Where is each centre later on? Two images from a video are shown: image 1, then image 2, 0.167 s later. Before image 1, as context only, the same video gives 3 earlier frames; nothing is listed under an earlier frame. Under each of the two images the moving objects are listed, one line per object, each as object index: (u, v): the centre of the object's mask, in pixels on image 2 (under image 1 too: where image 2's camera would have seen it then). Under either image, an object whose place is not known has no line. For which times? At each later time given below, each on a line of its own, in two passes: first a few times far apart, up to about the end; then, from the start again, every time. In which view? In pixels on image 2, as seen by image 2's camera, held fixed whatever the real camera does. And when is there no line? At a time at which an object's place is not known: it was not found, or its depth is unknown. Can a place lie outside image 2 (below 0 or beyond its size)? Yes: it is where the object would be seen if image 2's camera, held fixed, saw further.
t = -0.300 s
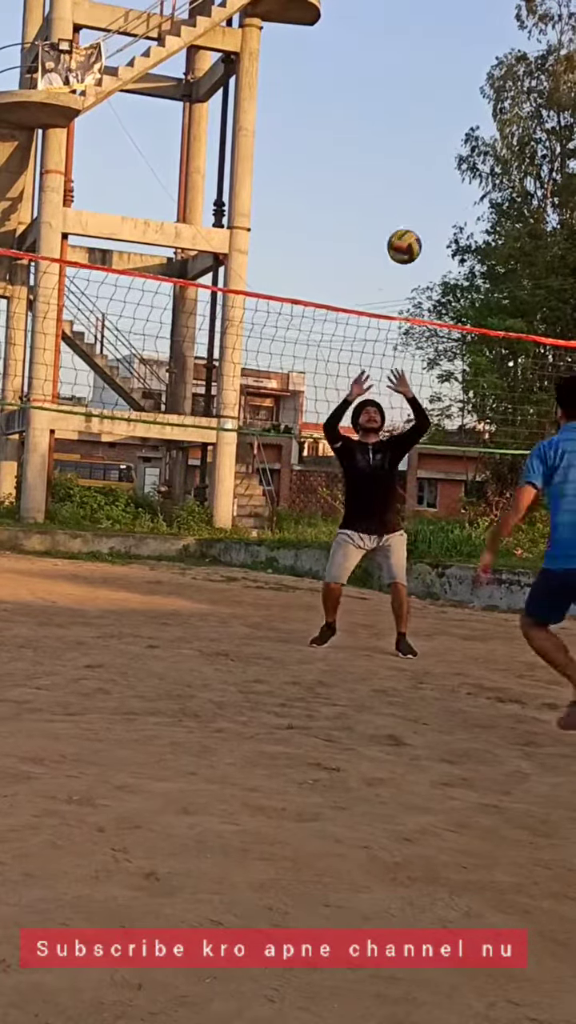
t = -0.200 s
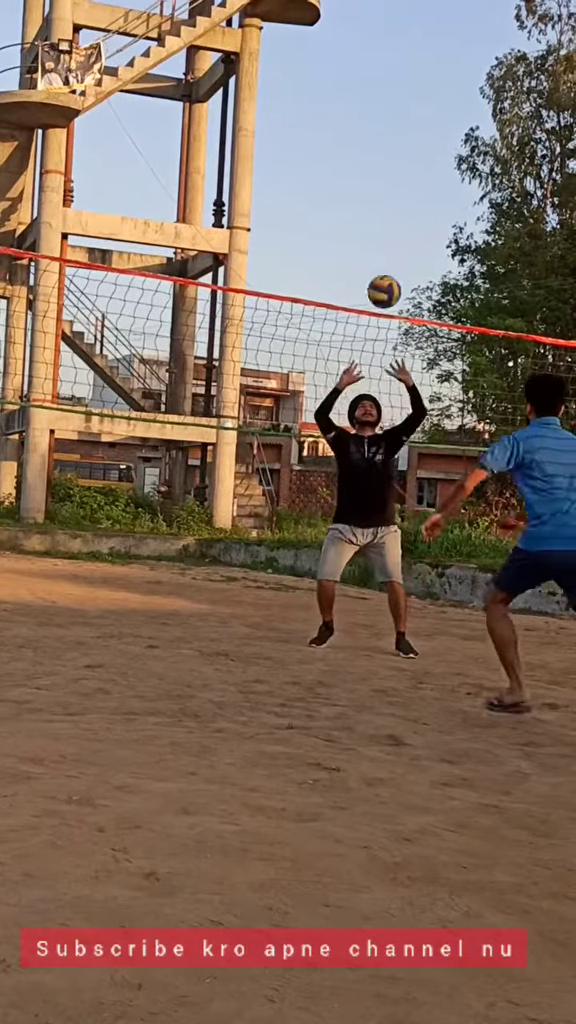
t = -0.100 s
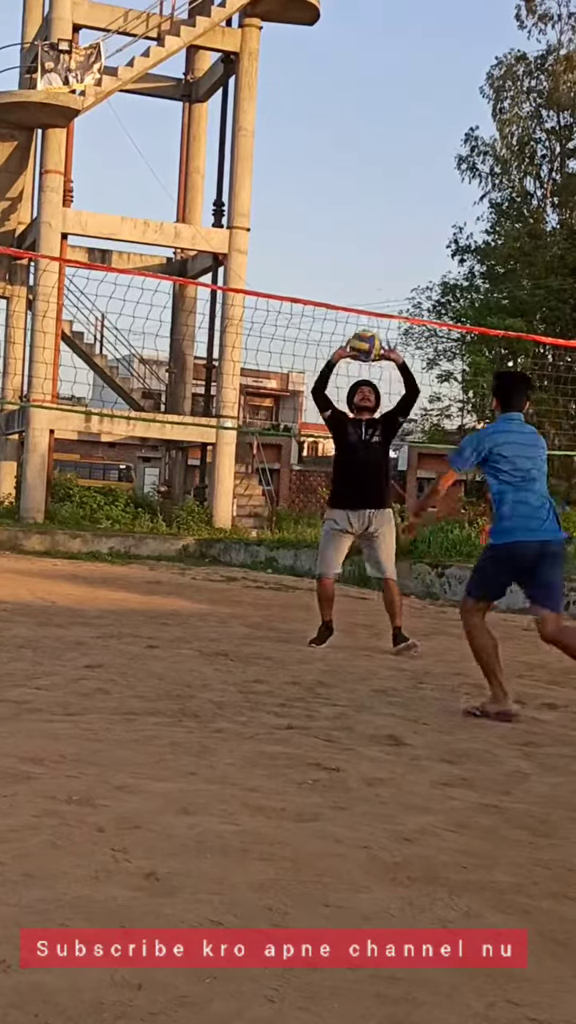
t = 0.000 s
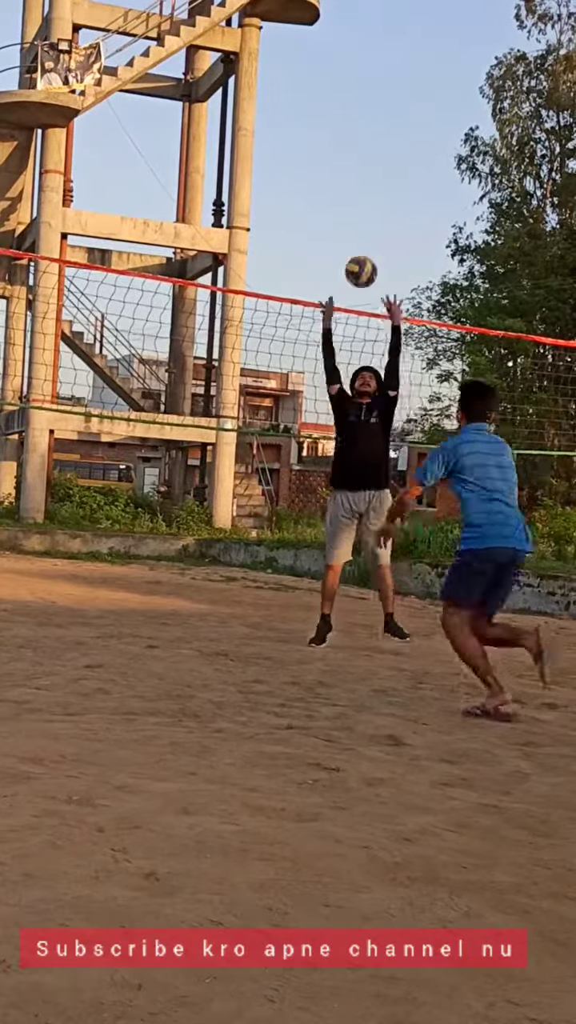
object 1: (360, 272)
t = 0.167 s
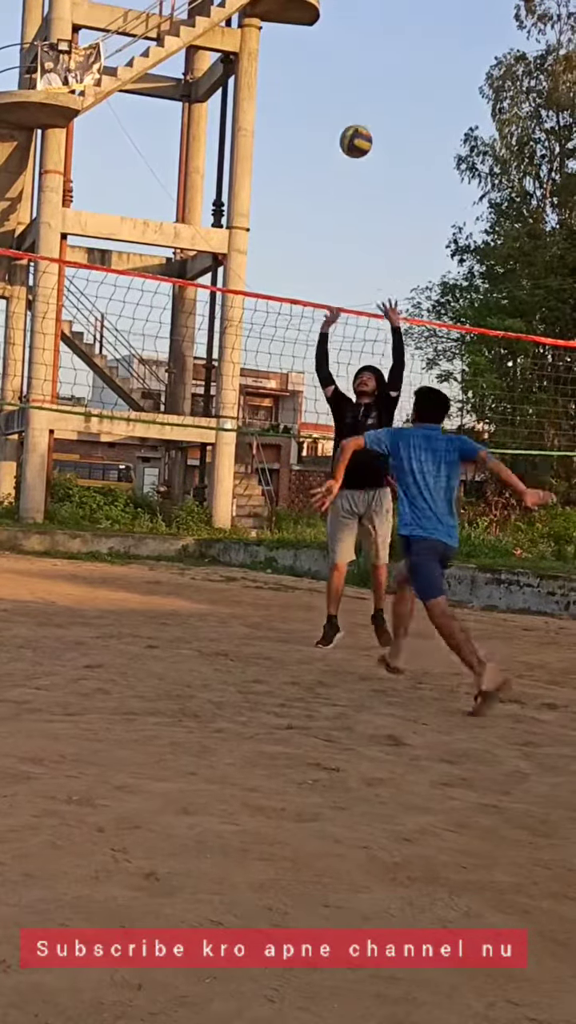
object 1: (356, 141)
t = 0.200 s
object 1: (354, 120)
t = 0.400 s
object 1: (342, 33)
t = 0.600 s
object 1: (326, 10)
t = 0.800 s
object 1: (308, 42)
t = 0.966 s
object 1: (290, 118)
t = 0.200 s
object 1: (354, 120)
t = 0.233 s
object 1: (353, 101)
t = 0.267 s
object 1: (351, 84)
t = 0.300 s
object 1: (349, 69)
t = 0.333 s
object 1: (347, 55)
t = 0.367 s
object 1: (344, 43)
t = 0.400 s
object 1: (342, 33)
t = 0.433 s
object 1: (340, 24)
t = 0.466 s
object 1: (337, 17)
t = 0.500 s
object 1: (335, 13)
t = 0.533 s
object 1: (333, 11)
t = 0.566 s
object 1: (329, 10)
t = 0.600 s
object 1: (326, 10)
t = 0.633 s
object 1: (323, 11)
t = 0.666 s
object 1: (321, 12)
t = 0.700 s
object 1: (318, 17)
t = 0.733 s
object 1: (314, 24)
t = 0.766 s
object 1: (311, 32)
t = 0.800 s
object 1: (308, 42)
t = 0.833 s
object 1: (304, 54)
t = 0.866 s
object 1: (301, 68)
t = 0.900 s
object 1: (297, 83)
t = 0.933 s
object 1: (294, 100)
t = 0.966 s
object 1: (290, 118)
